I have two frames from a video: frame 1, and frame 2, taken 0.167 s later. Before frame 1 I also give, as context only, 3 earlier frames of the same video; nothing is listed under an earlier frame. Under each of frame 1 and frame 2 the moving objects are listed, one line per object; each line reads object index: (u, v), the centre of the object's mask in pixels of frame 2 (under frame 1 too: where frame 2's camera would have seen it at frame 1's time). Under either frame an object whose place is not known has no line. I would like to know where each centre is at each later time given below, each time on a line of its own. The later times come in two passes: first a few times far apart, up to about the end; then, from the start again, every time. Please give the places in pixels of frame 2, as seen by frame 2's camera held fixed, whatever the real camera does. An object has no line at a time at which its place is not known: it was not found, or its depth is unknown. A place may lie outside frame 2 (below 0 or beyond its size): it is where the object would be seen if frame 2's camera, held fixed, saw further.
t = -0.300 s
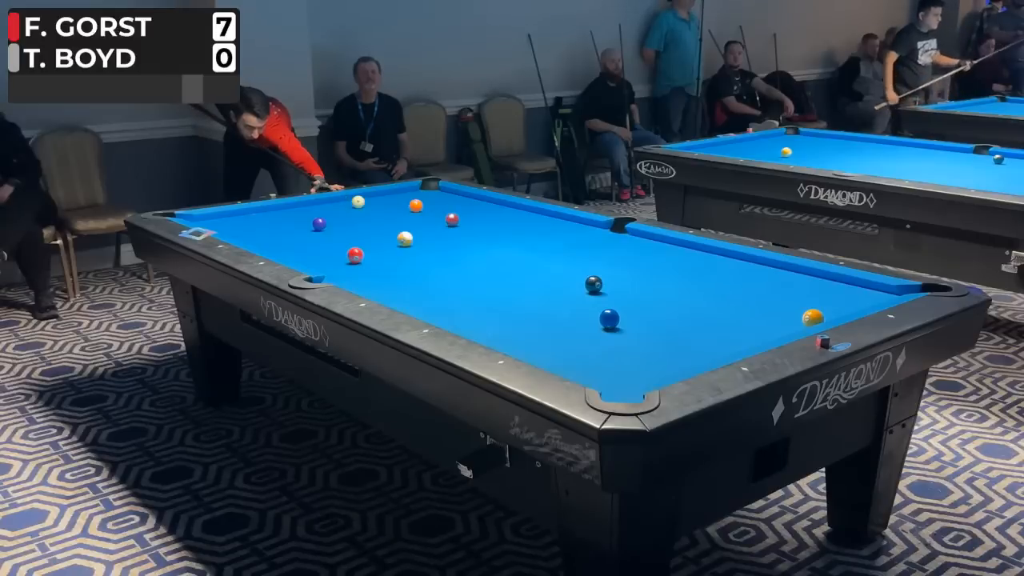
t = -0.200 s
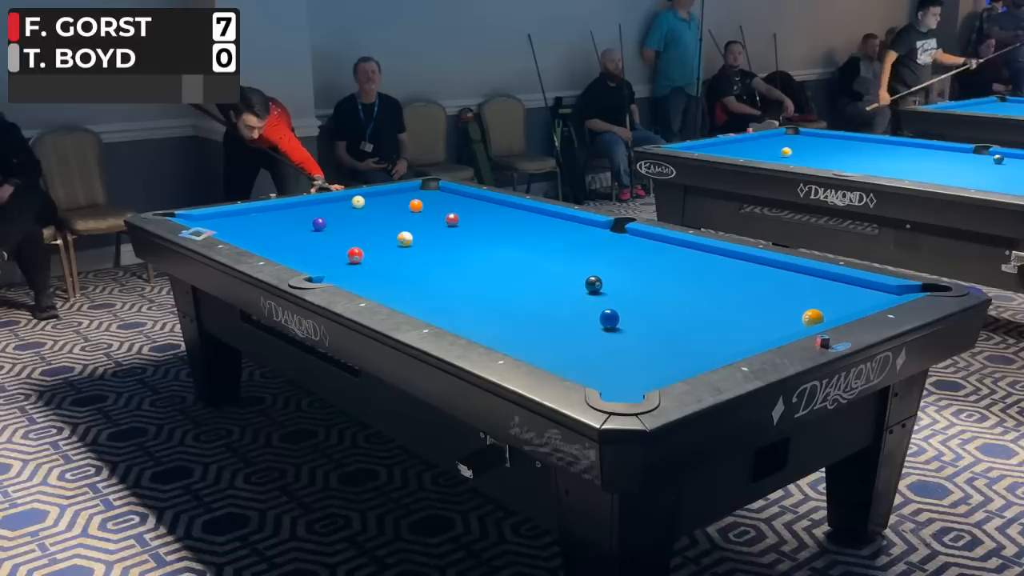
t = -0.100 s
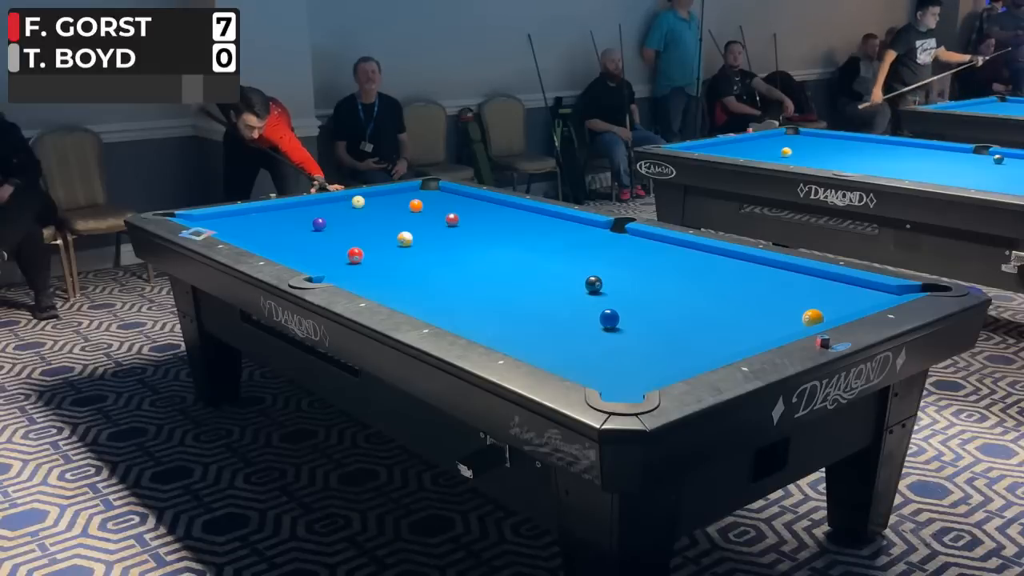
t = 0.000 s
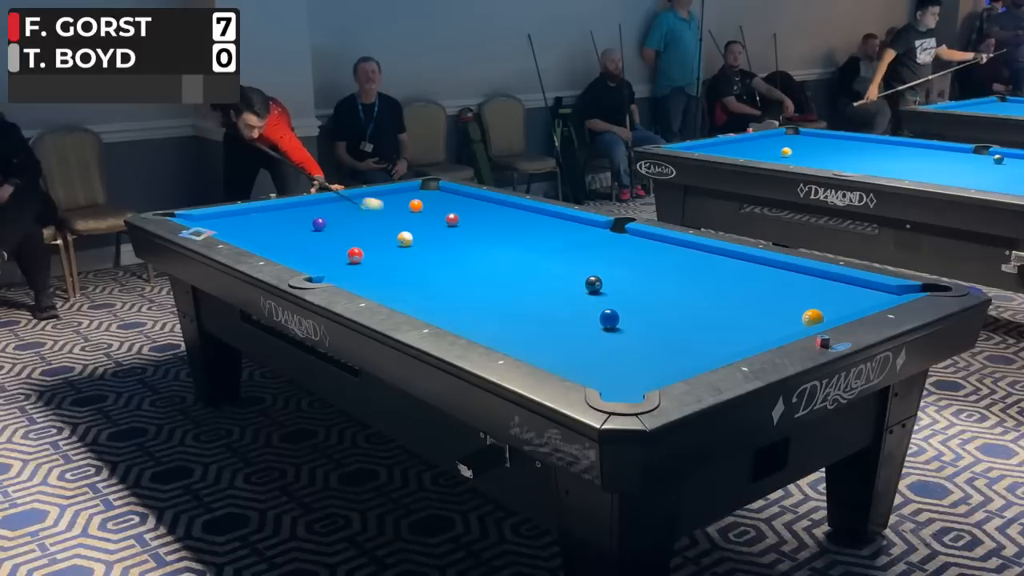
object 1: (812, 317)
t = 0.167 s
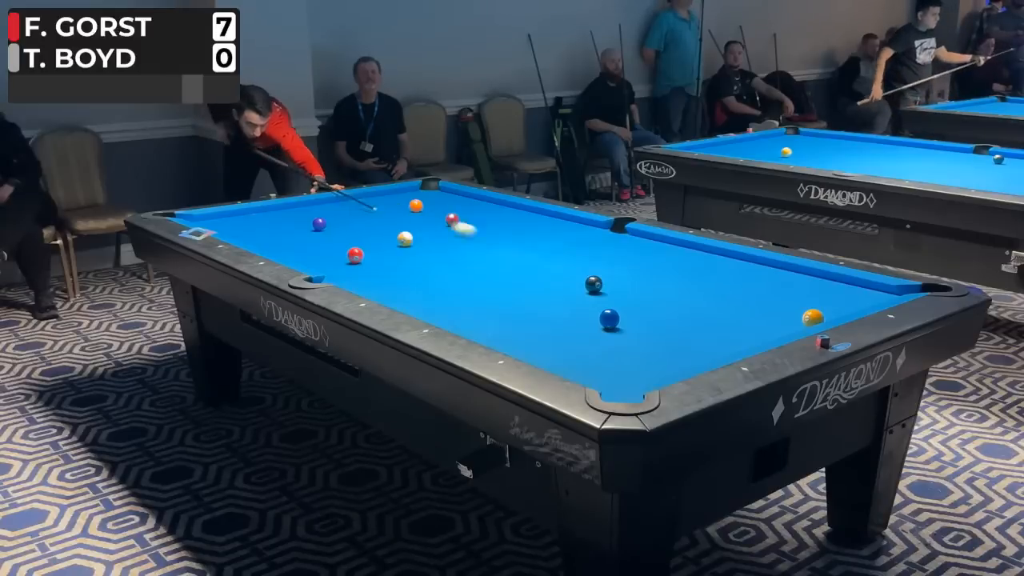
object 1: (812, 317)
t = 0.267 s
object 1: (812, 317)
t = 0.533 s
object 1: (812, 317)
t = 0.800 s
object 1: (772, 300)
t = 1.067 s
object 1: (712, 277)
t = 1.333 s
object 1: (662, 258)
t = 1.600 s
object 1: (621, 242)
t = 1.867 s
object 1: (585, 228)
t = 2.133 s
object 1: (555, 216)
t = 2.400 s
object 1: (520, 208)
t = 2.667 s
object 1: (484, 201)
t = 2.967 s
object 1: (448, 195)
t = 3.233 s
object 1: (418, 190)
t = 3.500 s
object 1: (410, 191)
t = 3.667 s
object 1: (413, 193)
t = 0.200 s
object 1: (812, 317)
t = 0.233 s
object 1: (812, 317)
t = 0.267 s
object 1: (812, 317)
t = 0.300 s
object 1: (812, 317)
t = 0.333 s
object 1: (812, 317)
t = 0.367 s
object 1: (812, 317)
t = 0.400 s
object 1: (812, 317)
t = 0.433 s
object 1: (812, 317)
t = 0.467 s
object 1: (812, 317)
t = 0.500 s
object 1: (812, 317)
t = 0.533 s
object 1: (812, 317)
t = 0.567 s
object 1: (812, 317)
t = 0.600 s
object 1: (812, 317)
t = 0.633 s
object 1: (816, 316)
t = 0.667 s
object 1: (814, 315)
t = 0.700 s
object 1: (802, 310)
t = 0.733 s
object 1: (791, 307)
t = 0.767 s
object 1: (781, 303)
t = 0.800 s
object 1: (772, 300)
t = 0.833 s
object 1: (764, 297)
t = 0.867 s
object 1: (756, 294)
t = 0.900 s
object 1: (748, 291)
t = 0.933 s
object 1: (740, 288)
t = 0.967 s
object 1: (733, 285)
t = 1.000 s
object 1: (726, 283)
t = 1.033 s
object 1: (719, 280)
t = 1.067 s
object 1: (712, 277)
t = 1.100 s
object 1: (705, 275)
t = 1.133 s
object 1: (699, 272)
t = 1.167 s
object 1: (692, 270)
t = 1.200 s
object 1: (686, 267)
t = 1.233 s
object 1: (680, 265)
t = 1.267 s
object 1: (674, 263)
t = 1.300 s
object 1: (668, 261)
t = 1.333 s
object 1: (662, 258)
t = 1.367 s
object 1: (657, 256)
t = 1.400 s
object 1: (651, 254)
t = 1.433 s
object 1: (646, 252)
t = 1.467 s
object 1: (641, 250)
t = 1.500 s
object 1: (636, 248)
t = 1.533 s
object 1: (631, 246)
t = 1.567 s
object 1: (626, 244)
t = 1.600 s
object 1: (621, 242)
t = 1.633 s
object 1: (616, 240)
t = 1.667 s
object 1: (611, 238)
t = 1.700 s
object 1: (607, 237)
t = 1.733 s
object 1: (603, 235)
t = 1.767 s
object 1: (598, 233)
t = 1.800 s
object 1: (594, 232)
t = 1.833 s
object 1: (589, 230)
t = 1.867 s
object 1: (585, 228)
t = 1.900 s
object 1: (581, 227)
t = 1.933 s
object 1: (577, 225)
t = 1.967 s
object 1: (573, 223)
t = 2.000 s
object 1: (570, 222)
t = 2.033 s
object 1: (566, 220)
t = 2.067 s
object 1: (562, 219)
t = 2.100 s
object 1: (558, 217)
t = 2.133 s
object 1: (555, 216)
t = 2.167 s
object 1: (551, 215)
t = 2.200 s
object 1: (547, 214)
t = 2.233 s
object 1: (544, 212)
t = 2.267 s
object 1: (540, 211)
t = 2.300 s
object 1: (535, 210)
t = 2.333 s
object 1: (530, 209)
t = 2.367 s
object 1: (525, 208)
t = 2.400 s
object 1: (520, 208)
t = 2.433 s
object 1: (516, 207)
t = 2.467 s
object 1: (511, 206)
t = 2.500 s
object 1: (506, 205)
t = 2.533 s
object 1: (502, 204)
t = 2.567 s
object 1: (497, 204)
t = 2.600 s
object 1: (493, 203)
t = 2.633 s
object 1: (489, 202)
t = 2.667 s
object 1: (484, 201)
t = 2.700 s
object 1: (480, 201)
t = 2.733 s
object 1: (476, 200)
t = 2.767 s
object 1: (472, 199)
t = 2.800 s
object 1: (467, 198)
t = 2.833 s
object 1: (464, 198)
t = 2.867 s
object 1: (459, 197)
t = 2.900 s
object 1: (455, 197)
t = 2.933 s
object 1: (452, 196)
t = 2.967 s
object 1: (448, 195)
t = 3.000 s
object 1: (444, 194)
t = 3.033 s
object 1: (440, 194)
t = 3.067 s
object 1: (436, 193)
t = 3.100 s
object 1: (432, 193)
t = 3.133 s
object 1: (429, 192)
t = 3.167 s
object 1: (425, 191)
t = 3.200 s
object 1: (421, 191)
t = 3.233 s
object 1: (418, 190)
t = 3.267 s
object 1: (414, 189)
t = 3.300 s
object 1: (411, 189)
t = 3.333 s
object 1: (408, 189)
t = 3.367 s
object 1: (408, 189)
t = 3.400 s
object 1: (408, 189)
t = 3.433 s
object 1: (409, 190)
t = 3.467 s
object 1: (409, 190)
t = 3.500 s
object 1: (410, 191)
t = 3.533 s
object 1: (410, 191)
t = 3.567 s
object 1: (411, 192)
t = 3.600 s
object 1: (411, 192)
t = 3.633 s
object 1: (412, 193)
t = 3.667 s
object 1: (413, 193)
